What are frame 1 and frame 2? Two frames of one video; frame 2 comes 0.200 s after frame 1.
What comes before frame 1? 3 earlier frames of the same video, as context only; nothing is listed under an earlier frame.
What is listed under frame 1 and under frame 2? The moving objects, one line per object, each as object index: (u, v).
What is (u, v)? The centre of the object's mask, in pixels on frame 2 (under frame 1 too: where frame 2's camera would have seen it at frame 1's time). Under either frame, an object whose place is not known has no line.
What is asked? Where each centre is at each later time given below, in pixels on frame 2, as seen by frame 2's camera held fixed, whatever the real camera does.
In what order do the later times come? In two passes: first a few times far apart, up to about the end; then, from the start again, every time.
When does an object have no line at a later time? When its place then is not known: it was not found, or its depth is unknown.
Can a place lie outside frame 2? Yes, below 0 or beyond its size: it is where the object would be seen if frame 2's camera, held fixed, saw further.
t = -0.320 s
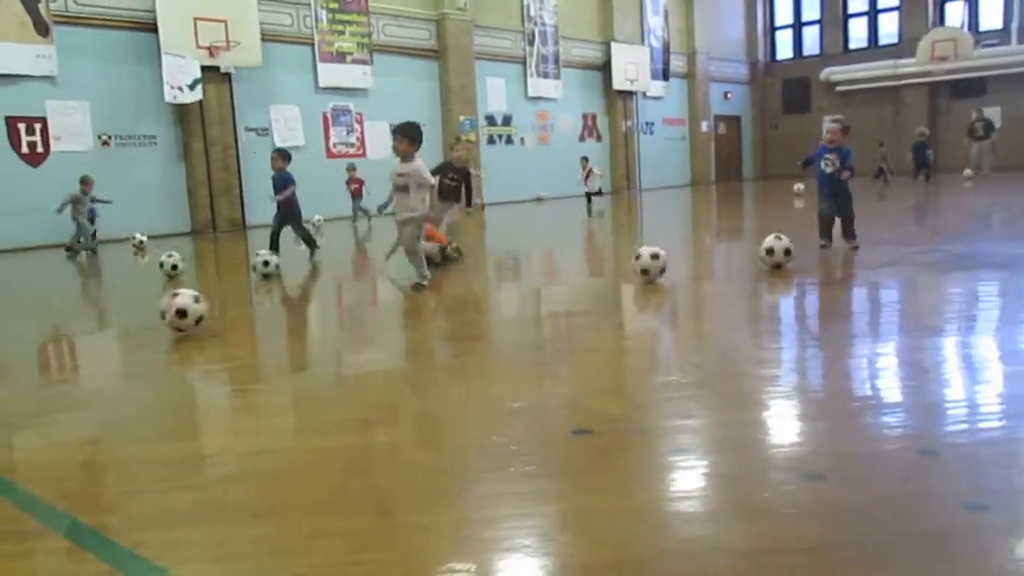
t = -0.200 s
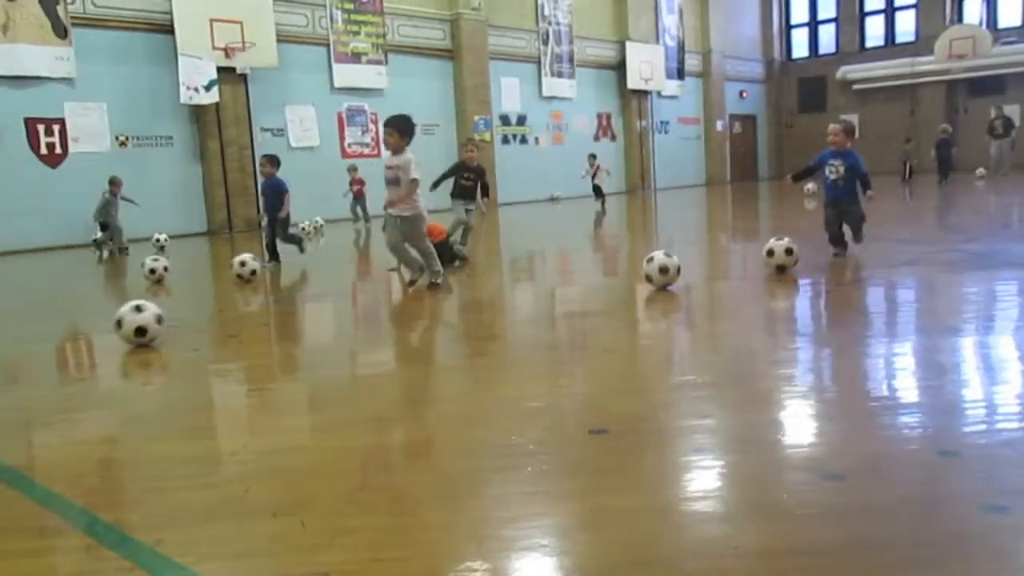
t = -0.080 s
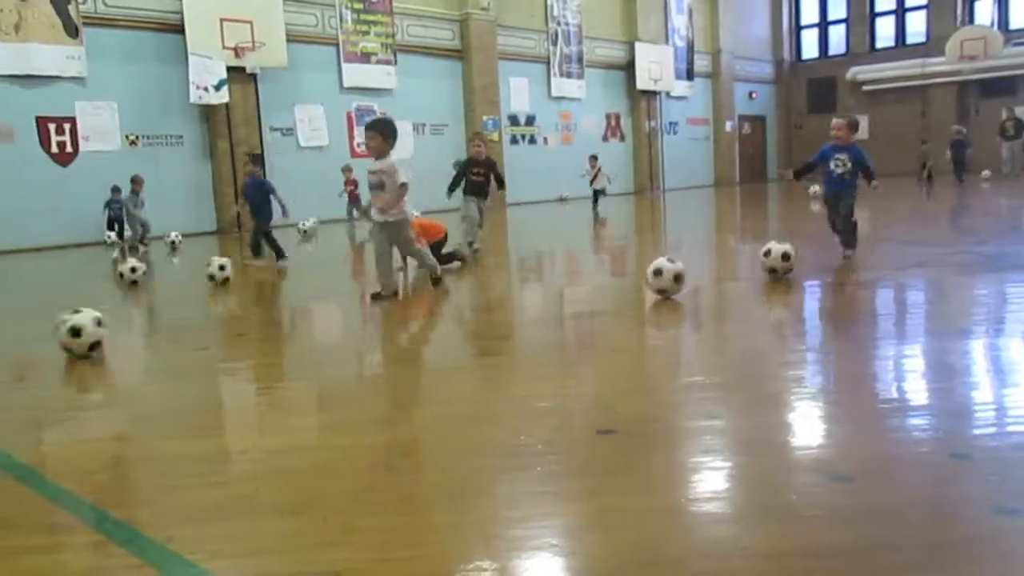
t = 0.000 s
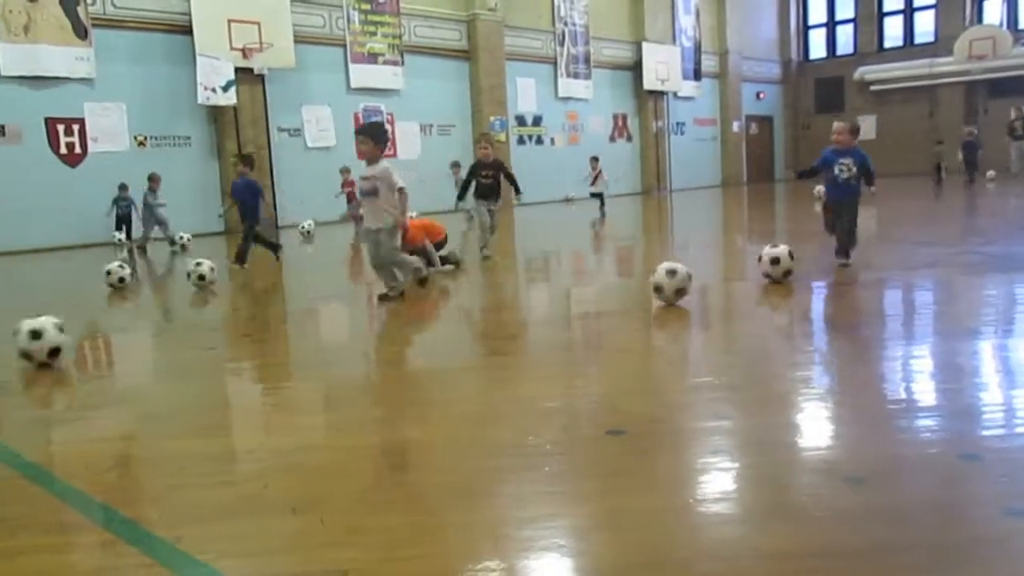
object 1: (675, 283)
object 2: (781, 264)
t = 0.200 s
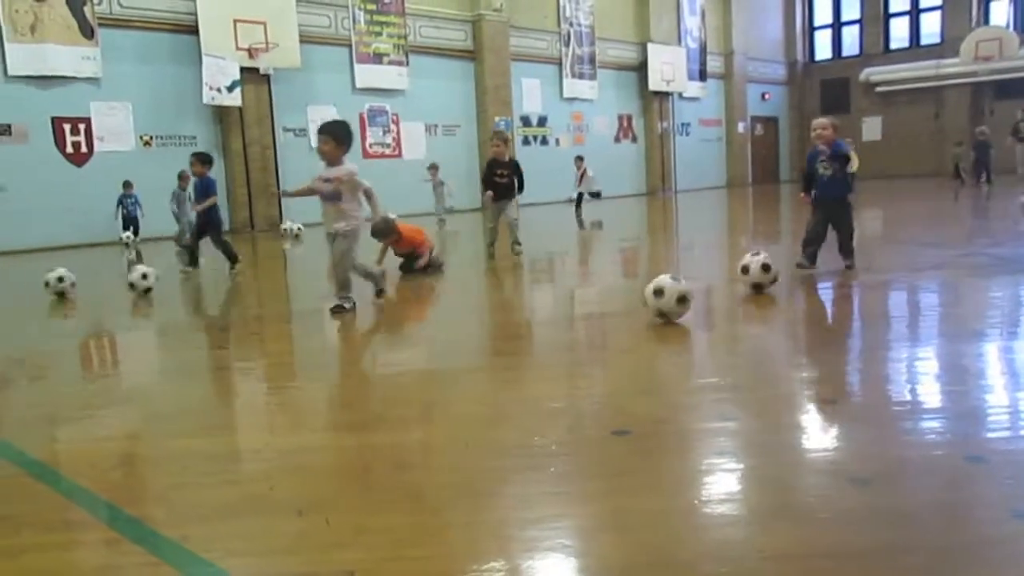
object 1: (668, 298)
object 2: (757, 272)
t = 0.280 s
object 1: (665, 305)
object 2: (748, 274)
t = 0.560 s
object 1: (652, 332)
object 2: (706, 287)
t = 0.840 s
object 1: (636, 373)
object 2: (660, 300)
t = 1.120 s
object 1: (619, 438)
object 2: (605, 316)
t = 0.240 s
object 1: (666, 301)
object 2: (753, 273)
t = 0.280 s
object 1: (665, 305)
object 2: (748, 274)
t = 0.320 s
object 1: (663, 308)
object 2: (743, 276)
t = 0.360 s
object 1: (661, 311)
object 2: (738, 277)
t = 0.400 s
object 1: (659, 315)
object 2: (730, 279)
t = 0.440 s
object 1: (656, 319)
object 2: (725, 281)
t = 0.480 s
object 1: (654, 323)
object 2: (719, 283)
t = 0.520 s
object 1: (653, 327)
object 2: (713, 284)
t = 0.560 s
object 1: (652, 332)
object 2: (706, 287)
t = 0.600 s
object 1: (649, 337)
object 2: (701, 288)
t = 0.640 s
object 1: (647, 343)
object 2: (695, 290)
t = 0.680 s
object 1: (645, 348)
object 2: (688, 292)
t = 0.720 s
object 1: (643, 353)
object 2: (680, 294)
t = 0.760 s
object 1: (640, 359)
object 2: (675, 296)
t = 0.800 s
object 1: (637, 366)
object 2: (667, 298)
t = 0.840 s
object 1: (636, 373)
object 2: (660, 300)
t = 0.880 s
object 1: (634, 382)
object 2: (652, 303)
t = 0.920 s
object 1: (632, 388)
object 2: (645, 304)
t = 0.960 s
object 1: (630, 397)
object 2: (638, 308)
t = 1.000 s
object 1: (627, 406)
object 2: (630, 310)
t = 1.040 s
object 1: (623, 416)
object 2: (622, 311)
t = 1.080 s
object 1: (622, 426)
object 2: (613, 314)
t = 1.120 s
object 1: (619, 438)
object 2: (605, 316)
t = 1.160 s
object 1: (618, 450)
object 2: (596, 318)
